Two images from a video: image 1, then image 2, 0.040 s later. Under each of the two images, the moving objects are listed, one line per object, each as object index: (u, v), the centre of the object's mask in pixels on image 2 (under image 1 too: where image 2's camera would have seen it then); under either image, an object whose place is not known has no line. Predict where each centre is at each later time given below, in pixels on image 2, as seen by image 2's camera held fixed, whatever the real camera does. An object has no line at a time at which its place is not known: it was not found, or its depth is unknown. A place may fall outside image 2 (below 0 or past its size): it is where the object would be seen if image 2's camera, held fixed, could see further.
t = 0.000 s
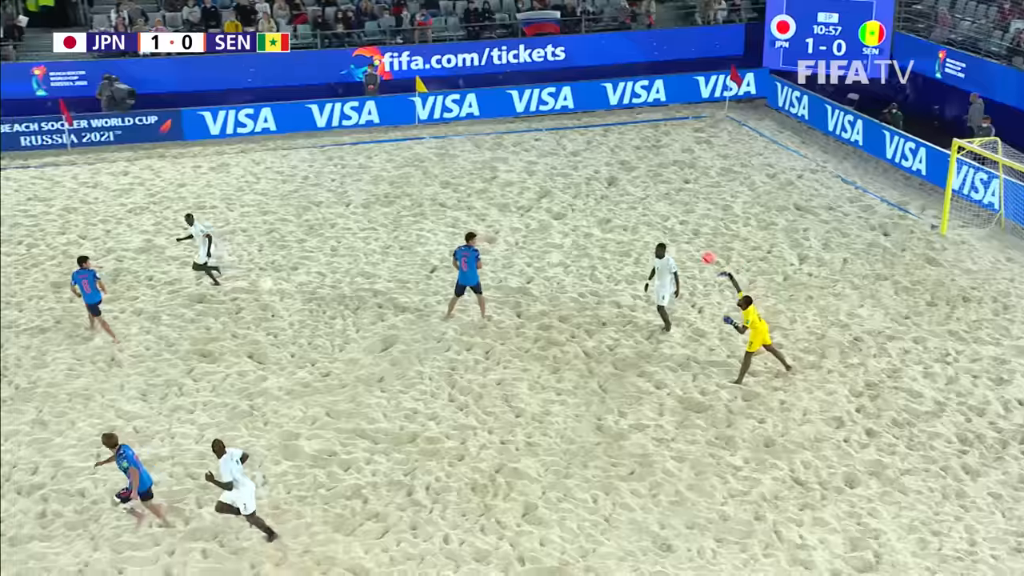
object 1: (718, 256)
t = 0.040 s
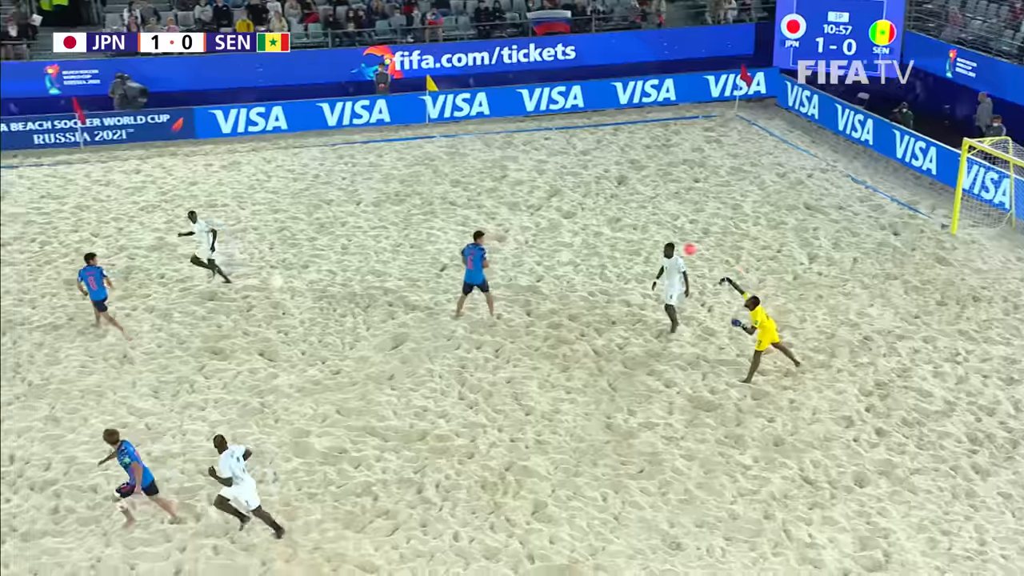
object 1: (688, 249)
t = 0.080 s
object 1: (662, 240)
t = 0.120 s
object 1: (635, 233)
